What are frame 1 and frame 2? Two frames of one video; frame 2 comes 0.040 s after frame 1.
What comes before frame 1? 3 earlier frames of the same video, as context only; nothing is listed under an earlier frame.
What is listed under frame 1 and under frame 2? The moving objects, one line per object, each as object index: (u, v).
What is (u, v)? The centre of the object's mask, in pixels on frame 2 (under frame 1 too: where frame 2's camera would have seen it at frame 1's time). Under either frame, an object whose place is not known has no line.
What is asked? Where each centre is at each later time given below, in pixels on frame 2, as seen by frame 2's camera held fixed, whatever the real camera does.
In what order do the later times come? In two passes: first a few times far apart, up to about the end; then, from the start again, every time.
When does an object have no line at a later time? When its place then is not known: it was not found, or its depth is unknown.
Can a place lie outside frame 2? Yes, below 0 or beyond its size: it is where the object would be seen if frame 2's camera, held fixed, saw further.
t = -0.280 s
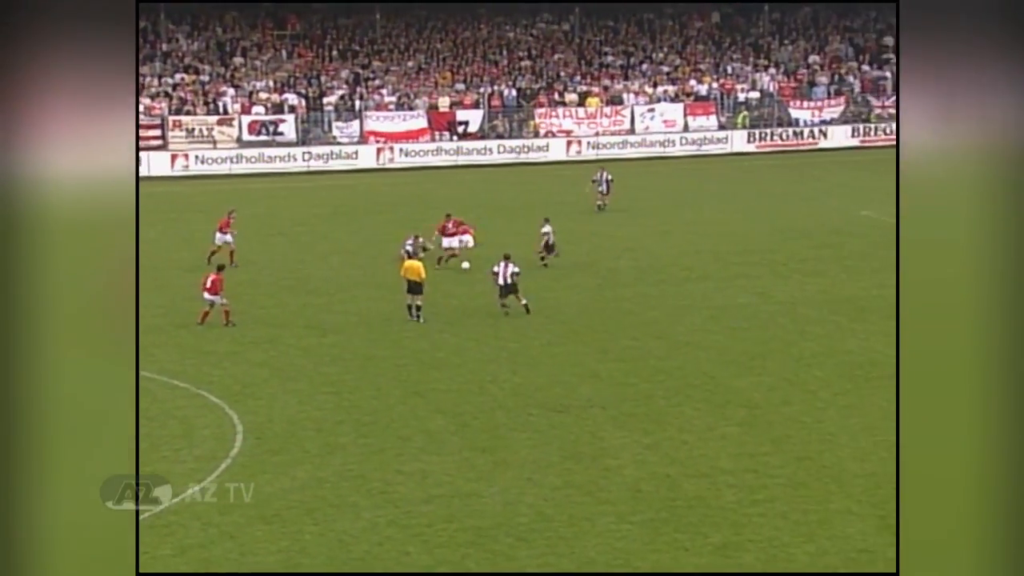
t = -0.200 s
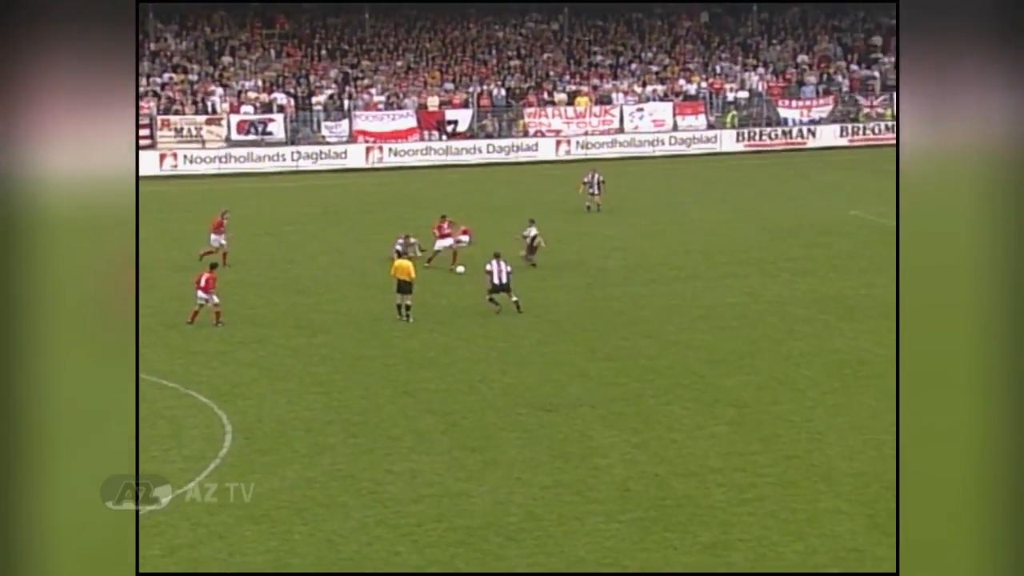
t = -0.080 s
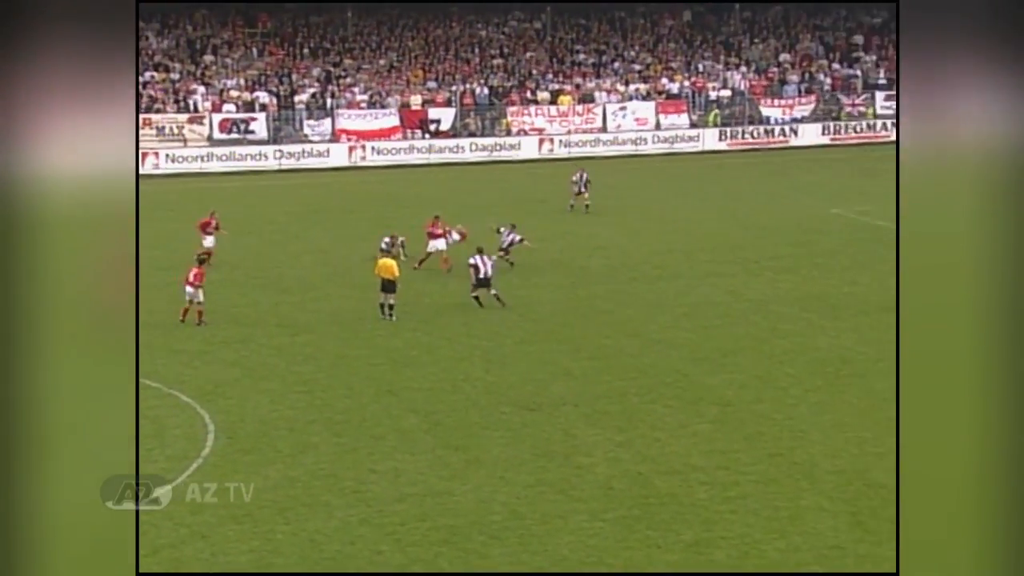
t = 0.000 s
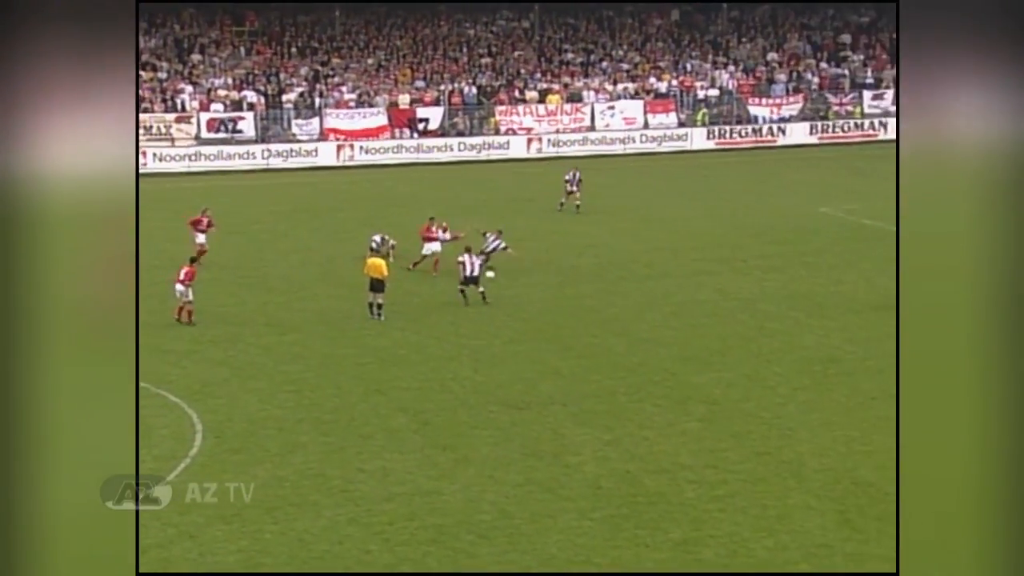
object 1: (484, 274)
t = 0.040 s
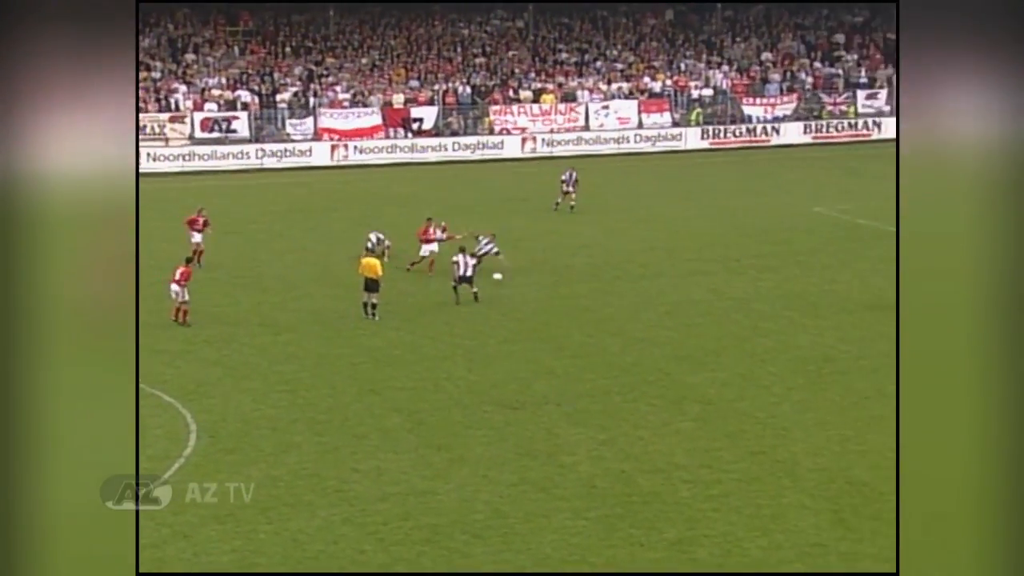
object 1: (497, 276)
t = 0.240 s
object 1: (561, 286)
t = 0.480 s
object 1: (632, 298)
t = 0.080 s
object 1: (511, 279)
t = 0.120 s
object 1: (525, 283)
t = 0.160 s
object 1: (538, 286)
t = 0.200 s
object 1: (549, 286)
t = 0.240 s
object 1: (561, 286)
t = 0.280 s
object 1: (573, 286)
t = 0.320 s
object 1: (584, 287)
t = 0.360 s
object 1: (596, 289)
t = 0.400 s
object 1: (608, 291)
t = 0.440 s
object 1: (620, 294)
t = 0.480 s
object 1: (632, 298)
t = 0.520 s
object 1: (644, 302)
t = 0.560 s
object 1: (654, 304)
